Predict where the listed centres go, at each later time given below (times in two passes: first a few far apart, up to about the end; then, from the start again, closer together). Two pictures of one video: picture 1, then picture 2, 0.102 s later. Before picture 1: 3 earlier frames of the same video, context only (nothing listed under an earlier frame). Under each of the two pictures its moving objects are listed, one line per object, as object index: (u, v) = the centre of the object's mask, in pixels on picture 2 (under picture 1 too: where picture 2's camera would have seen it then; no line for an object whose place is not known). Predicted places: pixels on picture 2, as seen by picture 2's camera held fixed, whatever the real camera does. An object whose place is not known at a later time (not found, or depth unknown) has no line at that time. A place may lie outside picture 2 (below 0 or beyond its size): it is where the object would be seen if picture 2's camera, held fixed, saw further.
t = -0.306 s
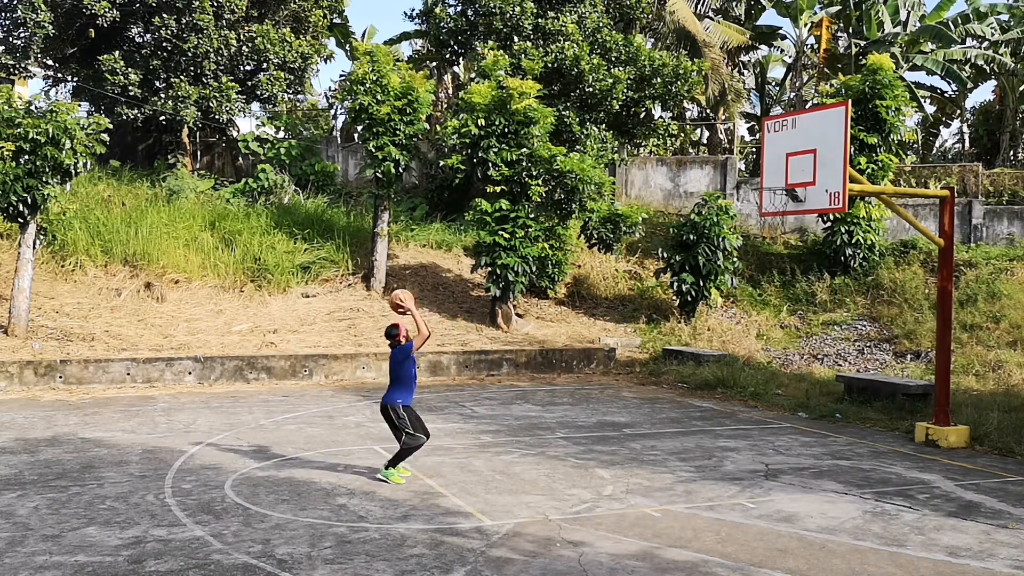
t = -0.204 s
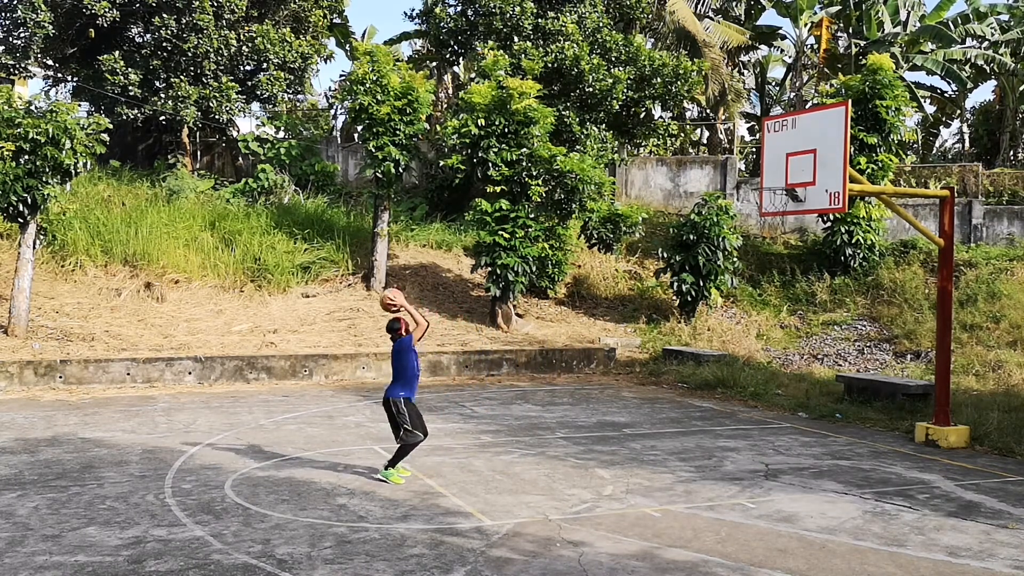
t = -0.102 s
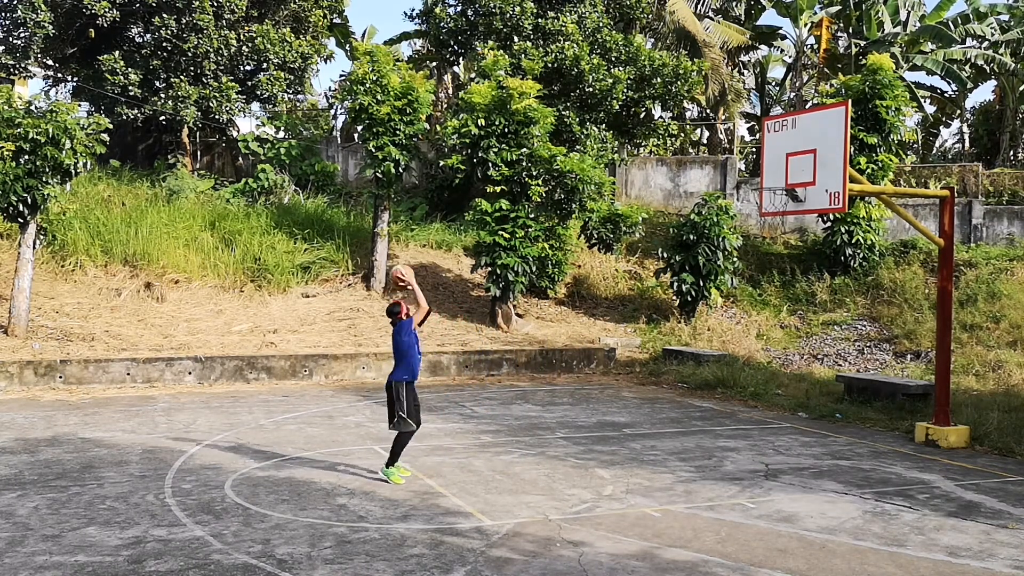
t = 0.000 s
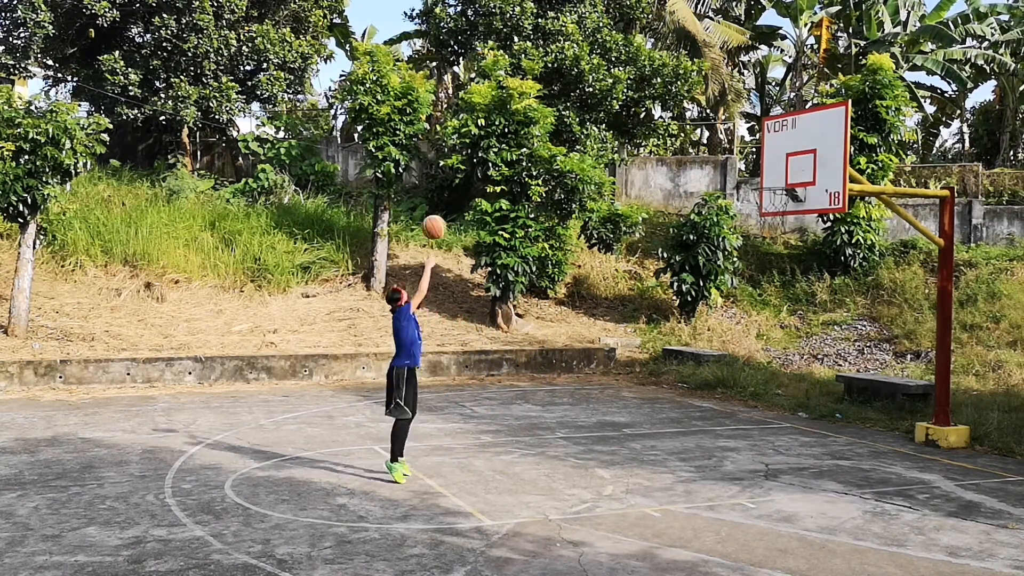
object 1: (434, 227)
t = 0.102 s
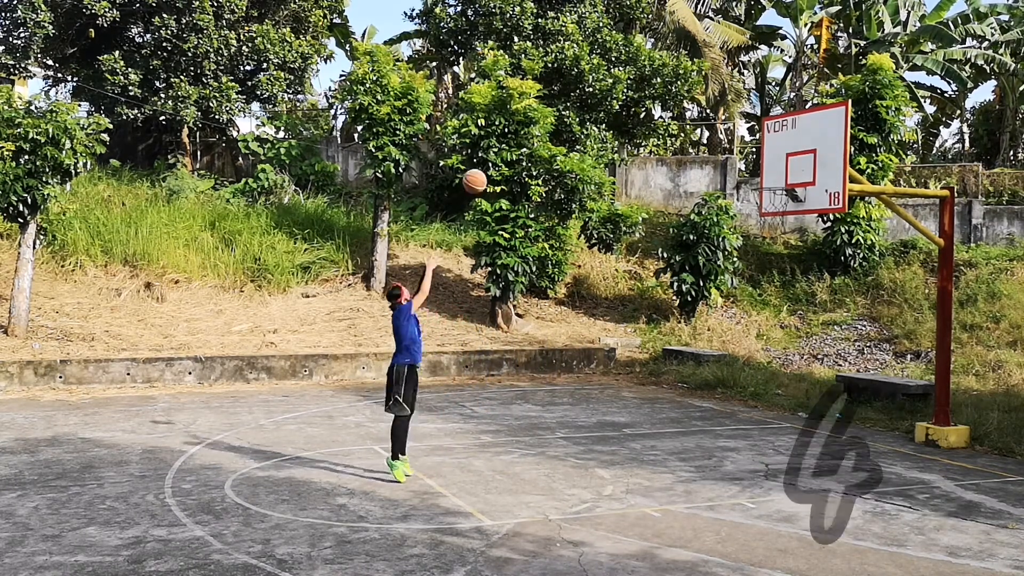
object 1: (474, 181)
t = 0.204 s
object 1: (514, 146)
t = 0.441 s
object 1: (602, 104)
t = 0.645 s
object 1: (672, 110)
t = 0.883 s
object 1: (748, 162)
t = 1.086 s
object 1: (772, 187)
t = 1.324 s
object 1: (776, 186)
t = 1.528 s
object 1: (767, 207)
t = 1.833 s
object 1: (751, 280)
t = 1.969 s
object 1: (744, 338)
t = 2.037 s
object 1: (741, 373)
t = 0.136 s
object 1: (488, 169)
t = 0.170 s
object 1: (501, 156)
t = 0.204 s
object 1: (514, 146)
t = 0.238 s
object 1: (527, 136)
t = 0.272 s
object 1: (540, 128)
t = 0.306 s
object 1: (553, 121)
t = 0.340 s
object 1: (566, 115)
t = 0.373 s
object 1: (578, 110)
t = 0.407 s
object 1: (590, 107)
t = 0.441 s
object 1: (602, 104)
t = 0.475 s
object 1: (613, 103)
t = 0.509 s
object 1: (626, 102)
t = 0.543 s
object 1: (637, 103)
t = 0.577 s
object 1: (648, 103)
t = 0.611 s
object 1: (660, 107)
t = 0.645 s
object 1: (672, 110)
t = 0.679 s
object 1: (683, 114)
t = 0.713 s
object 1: (694, 121)
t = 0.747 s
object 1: (706, 127)
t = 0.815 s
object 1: (727, 143)
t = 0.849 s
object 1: (738, 152)
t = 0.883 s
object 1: (748, 162)
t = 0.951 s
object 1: (766, 179)
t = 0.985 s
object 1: (773, 181)
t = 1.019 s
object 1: (779, 186)
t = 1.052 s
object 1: (779, 187)
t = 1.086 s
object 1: (772, 187)
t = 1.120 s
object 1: (765, 187)
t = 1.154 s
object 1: (766, 186)
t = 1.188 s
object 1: (769, 185)
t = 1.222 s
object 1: (773, 185)
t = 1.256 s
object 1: (777, 185)
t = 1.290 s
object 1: (777, 185)
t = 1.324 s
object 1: (776, 186)
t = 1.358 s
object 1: (776, 188)
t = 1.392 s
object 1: (777, 191)
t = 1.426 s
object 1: (774, 193)
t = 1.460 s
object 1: (771, 197)
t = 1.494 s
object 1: (768, 201)
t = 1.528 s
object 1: (767, 207)
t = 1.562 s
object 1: (762, 212)
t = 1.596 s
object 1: (760, 219)
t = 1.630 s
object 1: (758, 224)
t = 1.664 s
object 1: (758, 231)
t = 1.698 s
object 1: (758, 238)
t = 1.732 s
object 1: (754, 248)
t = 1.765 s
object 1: (753, 257)
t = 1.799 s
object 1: (752, 268)
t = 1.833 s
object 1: (751, 280)
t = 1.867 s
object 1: (748, 293)
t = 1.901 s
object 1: (747, 308)
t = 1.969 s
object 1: (744, 338)
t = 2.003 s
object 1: (743, 354)
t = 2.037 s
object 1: (741, 373)
